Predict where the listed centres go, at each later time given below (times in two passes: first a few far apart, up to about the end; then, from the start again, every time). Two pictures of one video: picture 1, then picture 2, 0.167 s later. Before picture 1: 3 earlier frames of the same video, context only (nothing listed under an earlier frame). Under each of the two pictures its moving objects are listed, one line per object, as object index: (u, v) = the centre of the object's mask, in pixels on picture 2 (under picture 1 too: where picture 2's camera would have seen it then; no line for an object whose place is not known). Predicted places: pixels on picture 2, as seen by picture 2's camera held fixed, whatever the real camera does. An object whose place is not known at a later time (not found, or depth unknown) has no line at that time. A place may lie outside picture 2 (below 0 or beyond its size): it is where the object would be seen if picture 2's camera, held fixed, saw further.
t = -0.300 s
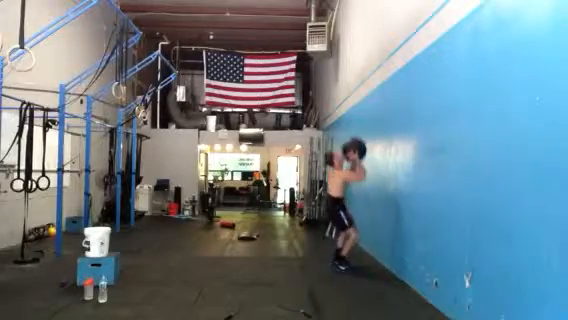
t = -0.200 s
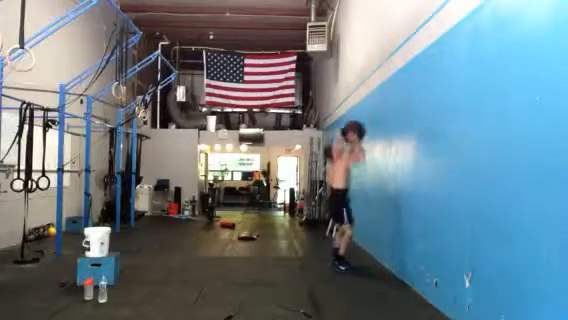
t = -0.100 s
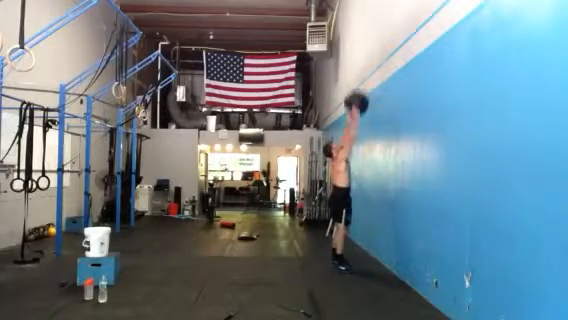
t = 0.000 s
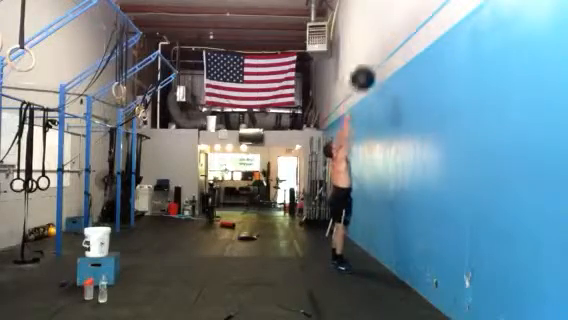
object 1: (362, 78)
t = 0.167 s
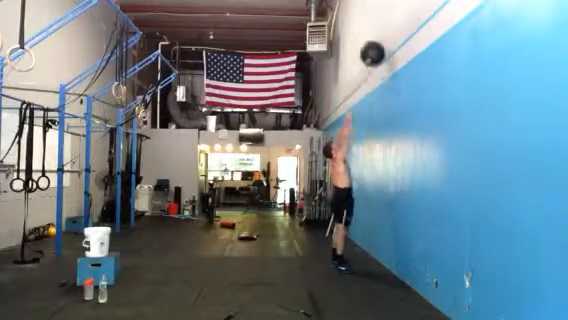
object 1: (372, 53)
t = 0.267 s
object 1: (378, 48)
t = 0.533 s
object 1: (370, 65)
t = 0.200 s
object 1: (374, 51)
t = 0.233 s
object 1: (376, 49)
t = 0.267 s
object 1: (378, 48)
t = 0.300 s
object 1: (378, 48)
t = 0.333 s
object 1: (378, 48)
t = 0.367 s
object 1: (376, 49)
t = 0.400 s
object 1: (375, 51)
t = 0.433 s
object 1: (374, 53)
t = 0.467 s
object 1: (373, 56)
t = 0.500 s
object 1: (371, 60)
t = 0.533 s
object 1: (370, 65)
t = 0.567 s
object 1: (369, 70)
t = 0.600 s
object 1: (368, 77)
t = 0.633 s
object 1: (366, 83)
